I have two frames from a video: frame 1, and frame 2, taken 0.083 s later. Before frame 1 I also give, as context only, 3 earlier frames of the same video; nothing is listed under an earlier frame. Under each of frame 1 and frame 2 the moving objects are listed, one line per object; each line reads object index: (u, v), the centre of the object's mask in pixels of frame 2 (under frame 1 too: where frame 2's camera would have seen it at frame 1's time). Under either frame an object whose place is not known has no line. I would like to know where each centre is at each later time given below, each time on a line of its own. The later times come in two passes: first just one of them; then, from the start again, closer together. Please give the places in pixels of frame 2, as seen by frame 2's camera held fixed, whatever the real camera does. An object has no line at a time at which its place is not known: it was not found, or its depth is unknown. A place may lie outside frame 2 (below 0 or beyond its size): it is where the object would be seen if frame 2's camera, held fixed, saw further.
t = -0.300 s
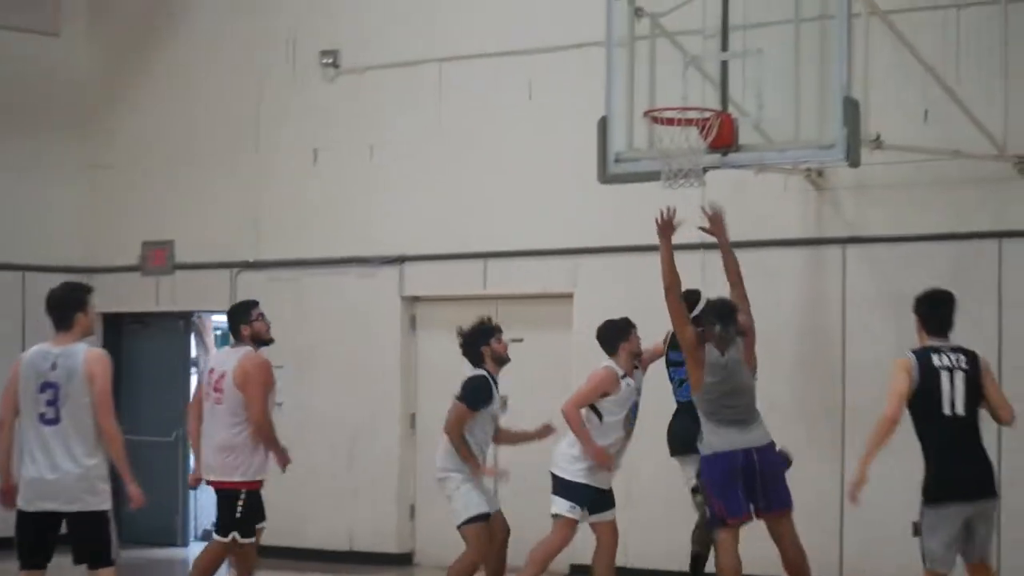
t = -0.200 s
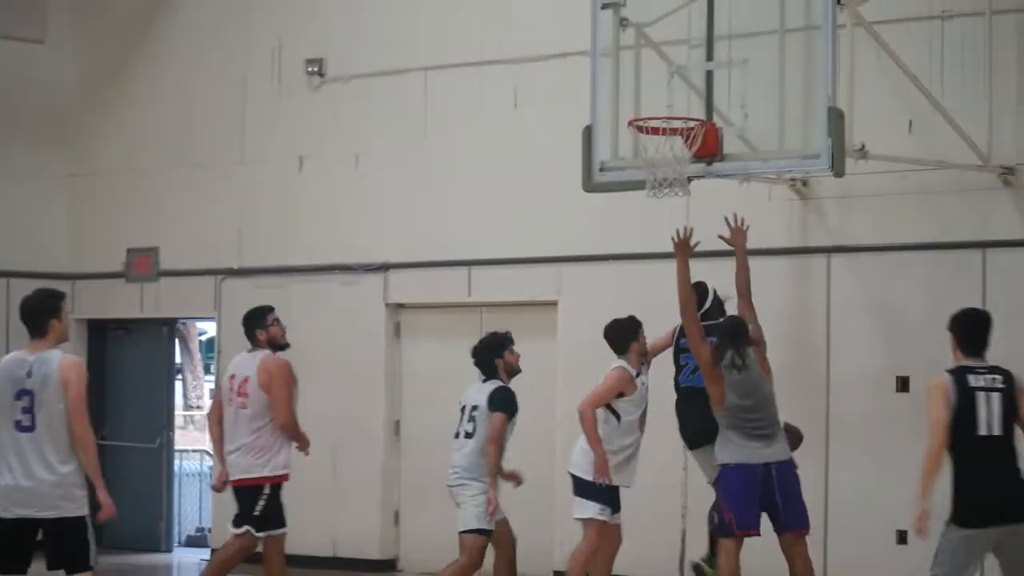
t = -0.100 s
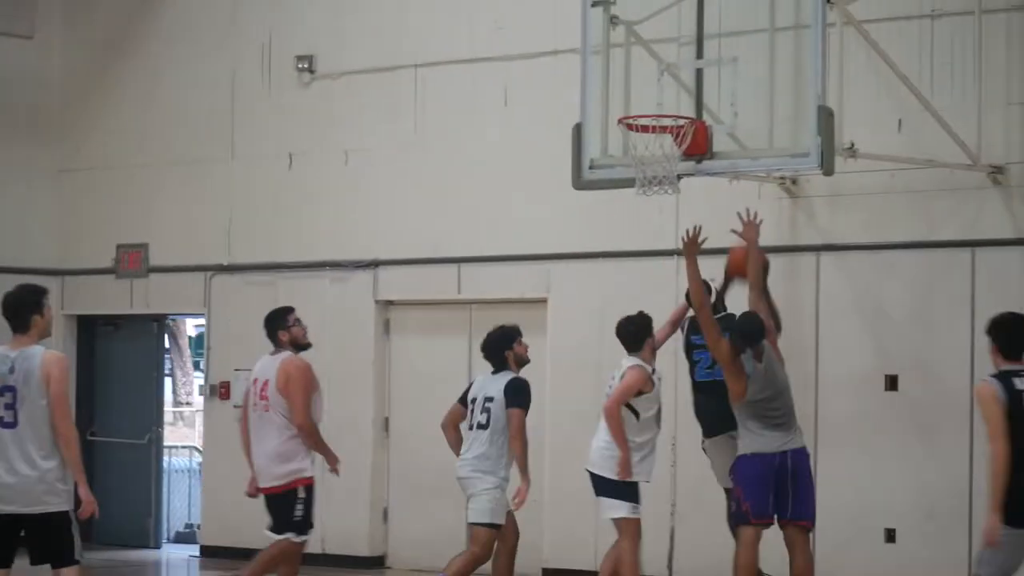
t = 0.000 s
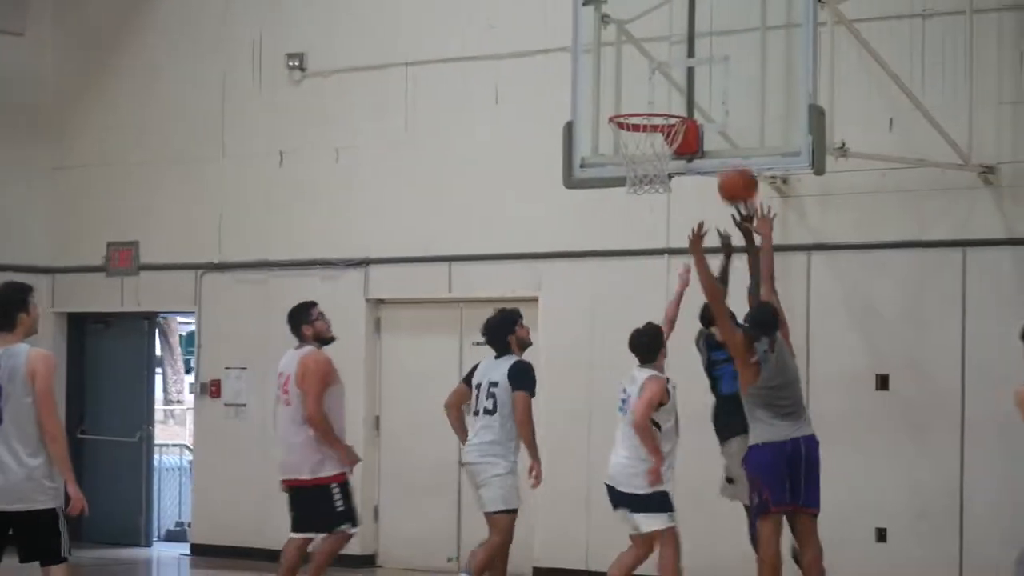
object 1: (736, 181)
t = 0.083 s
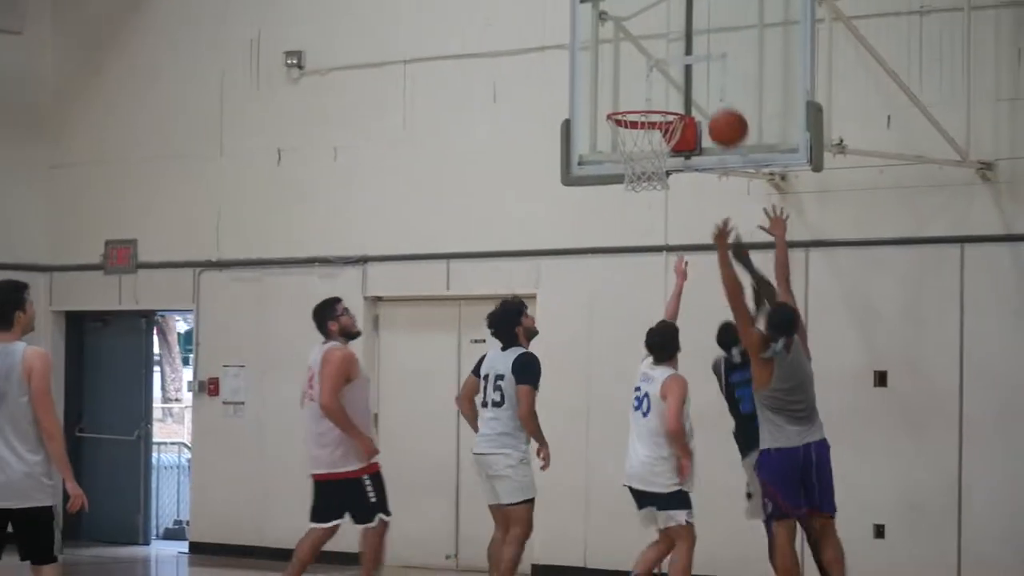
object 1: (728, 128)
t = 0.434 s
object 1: (645, 95)
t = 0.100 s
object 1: (726, 118)
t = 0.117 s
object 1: (725, 109)
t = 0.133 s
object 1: (723, 101)
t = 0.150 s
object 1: (722, 93)
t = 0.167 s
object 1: (720, 88)
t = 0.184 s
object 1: (715, 85)
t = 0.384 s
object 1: (659, 87)
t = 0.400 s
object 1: (655, 90)
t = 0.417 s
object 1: (650, 93)
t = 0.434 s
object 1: (645, 95)
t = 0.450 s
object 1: (640, 99)
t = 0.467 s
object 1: (636, 102)
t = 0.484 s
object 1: (633, 103)
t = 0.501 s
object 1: (635, 116)
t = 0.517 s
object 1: (639, 122)
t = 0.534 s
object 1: (641, 128)
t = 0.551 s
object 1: (645, 135)
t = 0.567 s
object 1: (647, 144)
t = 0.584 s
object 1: (648, 149)
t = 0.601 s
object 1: (656, 154)
